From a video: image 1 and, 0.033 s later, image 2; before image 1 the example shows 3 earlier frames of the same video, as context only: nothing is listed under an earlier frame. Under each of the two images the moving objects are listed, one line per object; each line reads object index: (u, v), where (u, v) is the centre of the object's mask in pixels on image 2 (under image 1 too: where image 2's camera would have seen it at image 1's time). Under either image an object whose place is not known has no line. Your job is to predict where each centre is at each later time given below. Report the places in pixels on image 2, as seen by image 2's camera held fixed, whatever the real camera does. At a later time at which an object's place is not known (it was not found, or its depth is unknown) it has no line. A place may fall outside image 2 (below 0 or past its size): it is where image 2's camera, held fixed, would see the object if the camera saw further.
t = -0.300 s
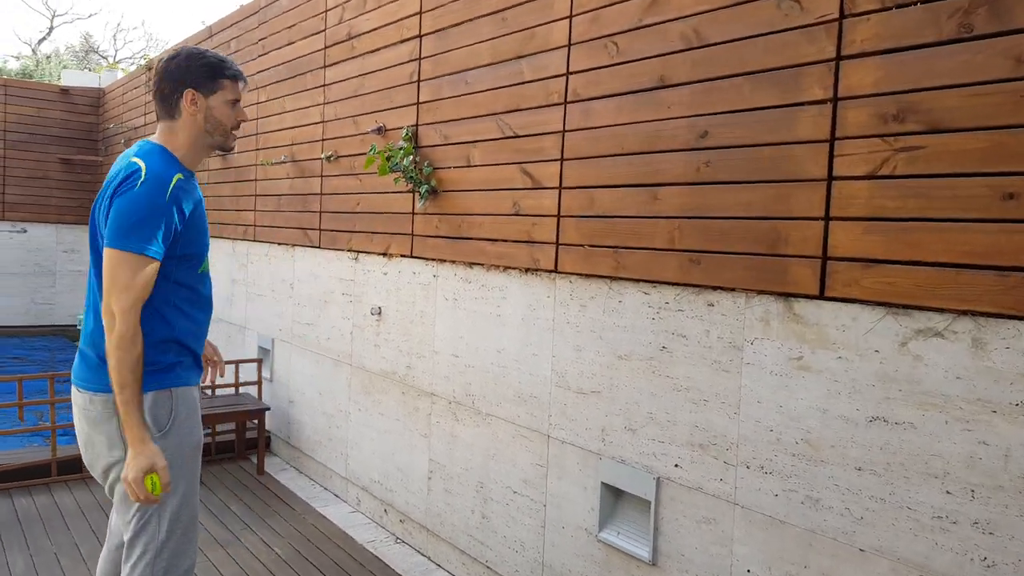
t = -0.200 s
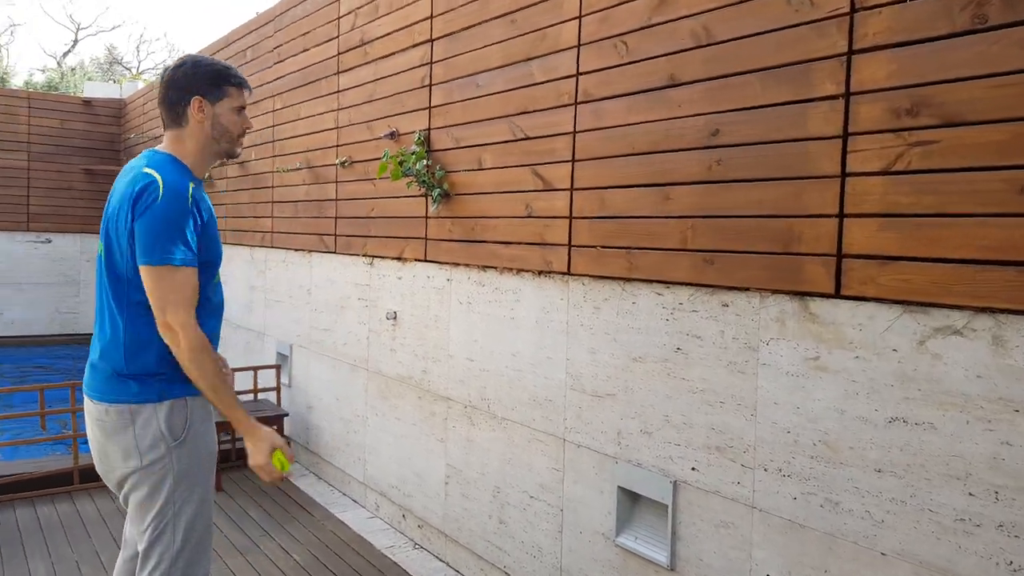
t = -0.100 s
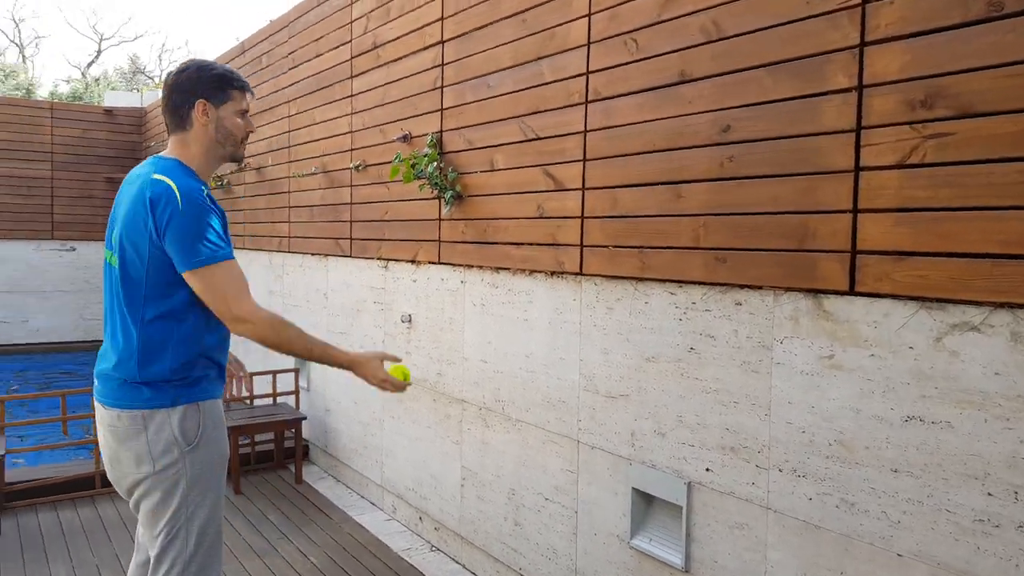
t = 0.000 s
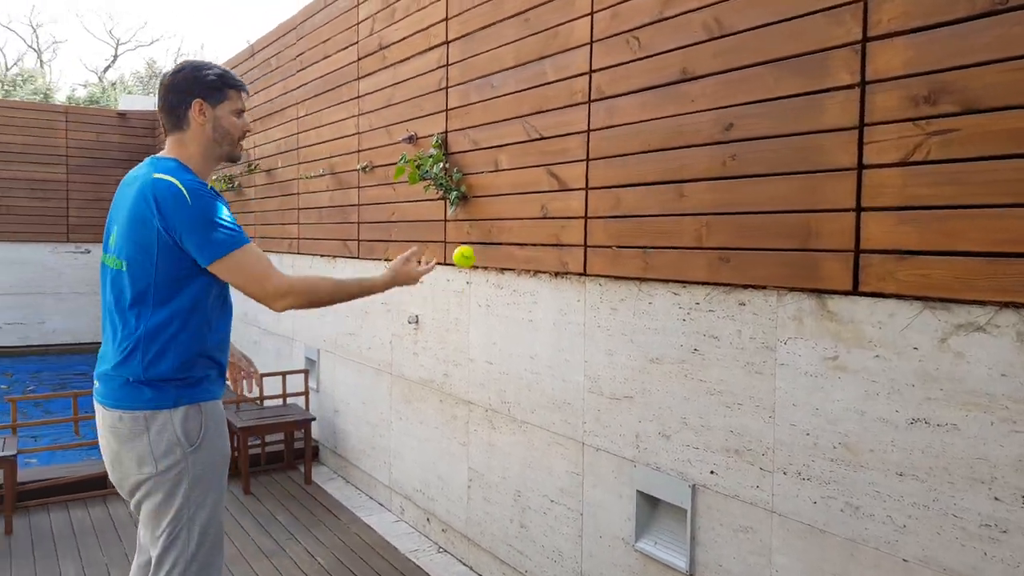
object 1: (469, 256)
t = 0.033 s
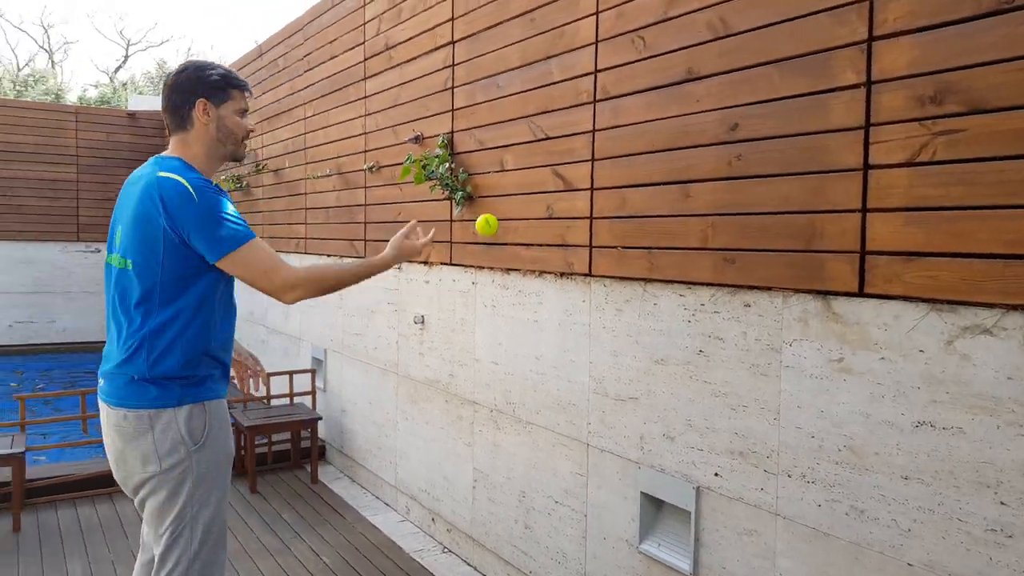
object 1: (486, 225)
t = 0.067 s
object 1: (503, 197)
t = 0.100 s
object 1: (519, 174)
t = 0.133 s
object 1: (535, 156)
